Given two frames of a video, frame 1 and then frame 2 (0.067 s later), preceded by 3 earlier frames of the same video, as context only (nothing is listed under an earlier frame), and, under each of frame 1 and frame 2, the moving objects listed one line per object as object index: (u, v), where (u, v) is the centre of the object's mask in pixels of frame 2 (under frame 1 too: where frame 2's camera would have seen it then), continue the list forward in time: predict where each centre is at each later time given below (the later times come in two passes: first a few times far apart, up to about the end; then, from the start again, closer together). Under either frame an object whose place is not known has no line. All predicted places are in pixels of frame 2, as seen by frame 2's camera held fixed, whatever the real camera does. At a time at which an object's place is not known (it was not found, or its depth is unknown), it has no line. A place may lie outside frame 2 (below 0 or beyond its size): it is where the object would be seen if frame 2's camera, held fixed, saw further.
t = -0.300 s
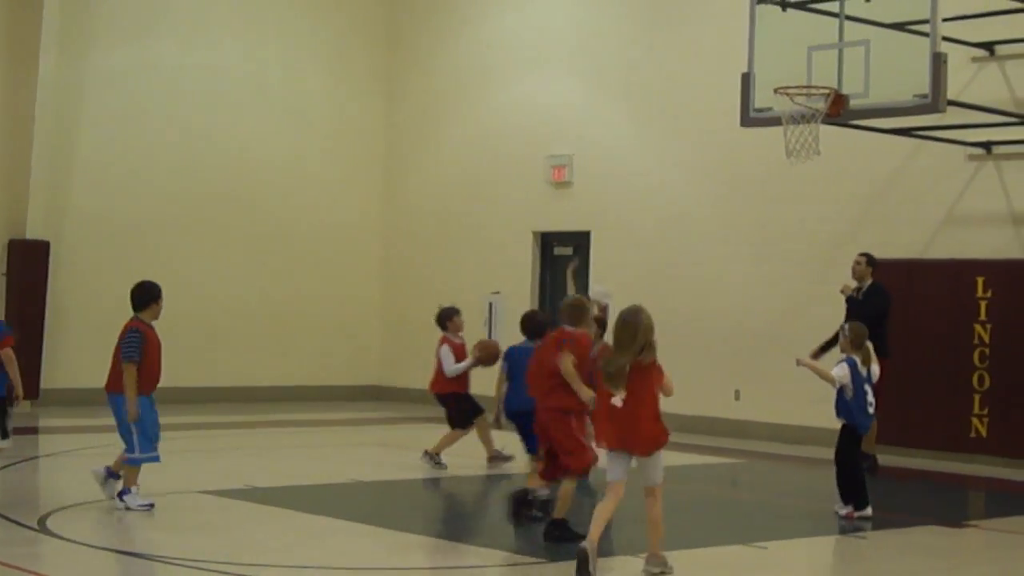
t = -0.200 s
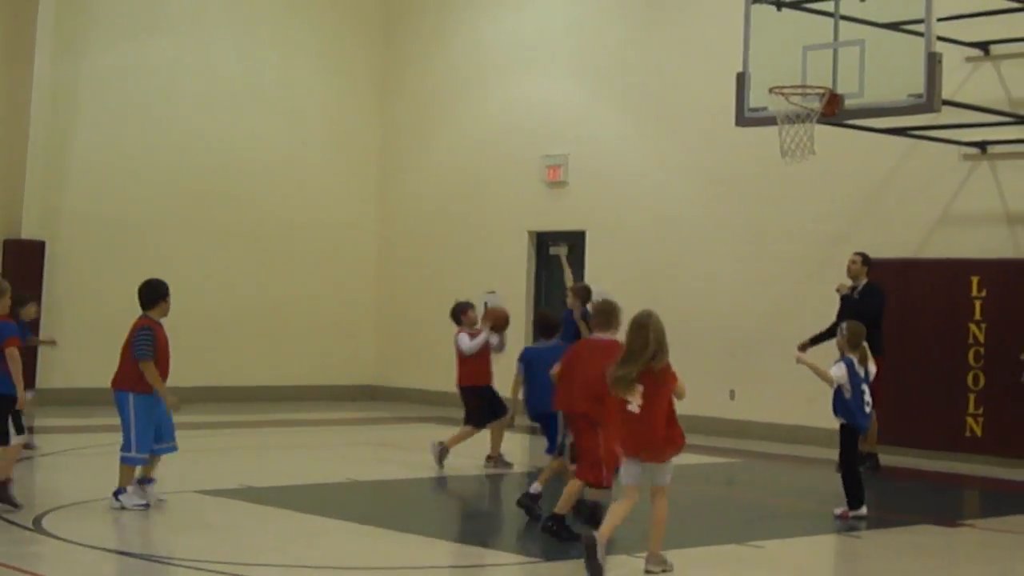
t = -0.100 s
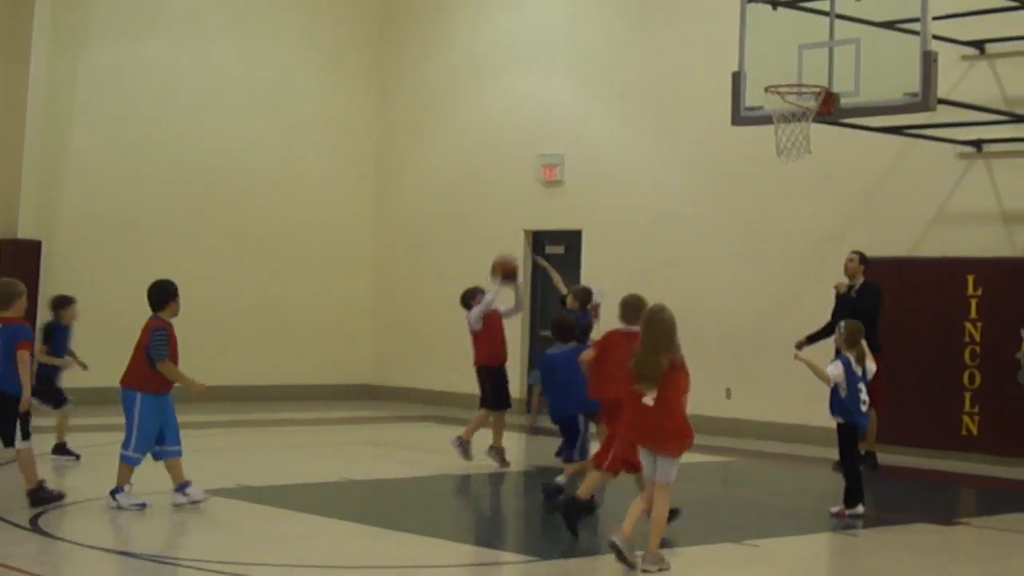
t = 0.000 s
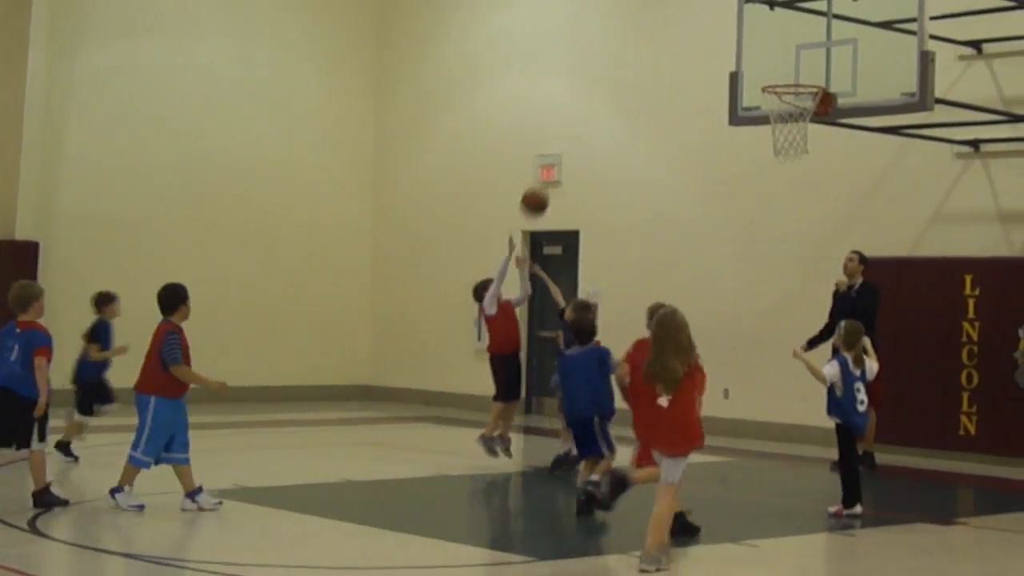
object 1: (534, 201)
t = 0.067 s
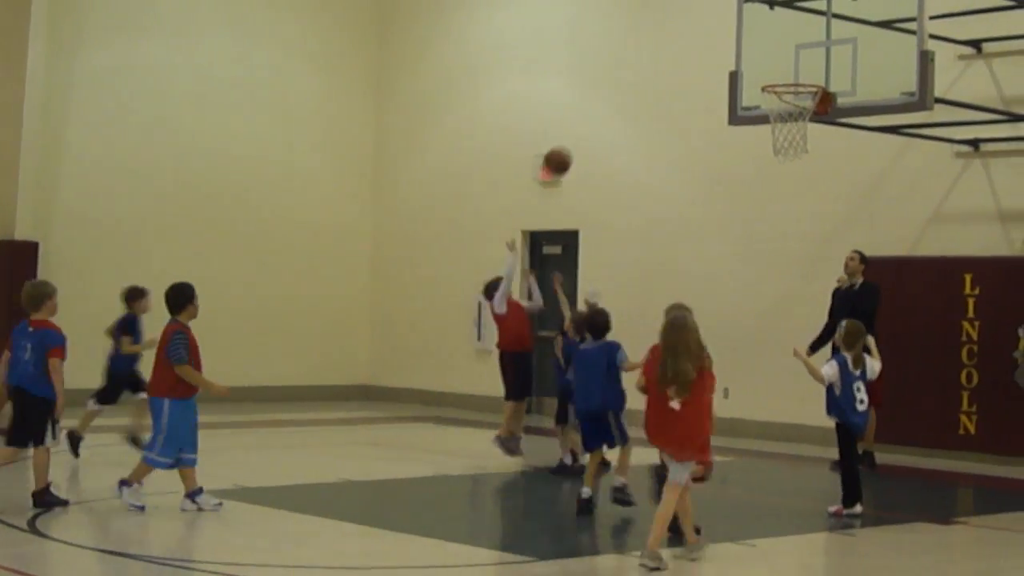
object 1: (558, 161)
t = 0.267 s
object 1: (623, 75)
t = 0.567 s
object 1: (720, 37)
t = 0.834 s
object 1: (759, 80)
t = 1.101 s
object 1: (726, 175)
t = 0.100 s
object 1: (568, 144)
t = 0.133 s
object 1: (580, 127)
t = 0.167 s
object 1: (591, 112)
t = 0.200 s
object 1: (602, 98)
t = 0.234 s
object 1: (612, 86)
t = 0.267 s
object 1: (623, 75)
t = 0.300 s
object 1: (634, 65)
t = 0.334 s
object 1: (645, 57)
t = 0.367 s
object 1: (656, 50)
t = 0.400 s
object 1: (667, 44)
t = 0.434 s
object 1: (677, 40)
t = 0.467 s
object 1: (688, 37)
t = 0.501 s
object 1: (699, 36)
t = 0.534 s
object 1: (709, 36)
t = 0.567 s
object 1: (720, 37)
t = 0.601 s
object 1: (730, 39)
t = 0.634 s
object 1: (741, 43)
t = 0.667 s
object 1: (751, 48)
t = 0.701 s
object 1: (761, 54)
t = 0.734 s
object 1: (761, 59)
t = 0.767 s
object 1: (760, 65)
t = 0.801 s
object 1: (760, 72)
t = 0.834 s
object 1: (759, 80)
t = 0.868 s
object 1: (759, 90)
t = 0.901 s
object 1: (755, 100)
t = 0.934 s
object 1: (751, 109)
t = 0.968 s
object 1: (747, 119)
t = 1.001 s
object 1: (741, 130)
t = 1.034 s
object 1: (736, 144)
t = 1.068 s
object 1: (731, 158)
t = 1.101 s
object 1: (726, 175)
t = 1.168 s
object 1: (716, 210)
